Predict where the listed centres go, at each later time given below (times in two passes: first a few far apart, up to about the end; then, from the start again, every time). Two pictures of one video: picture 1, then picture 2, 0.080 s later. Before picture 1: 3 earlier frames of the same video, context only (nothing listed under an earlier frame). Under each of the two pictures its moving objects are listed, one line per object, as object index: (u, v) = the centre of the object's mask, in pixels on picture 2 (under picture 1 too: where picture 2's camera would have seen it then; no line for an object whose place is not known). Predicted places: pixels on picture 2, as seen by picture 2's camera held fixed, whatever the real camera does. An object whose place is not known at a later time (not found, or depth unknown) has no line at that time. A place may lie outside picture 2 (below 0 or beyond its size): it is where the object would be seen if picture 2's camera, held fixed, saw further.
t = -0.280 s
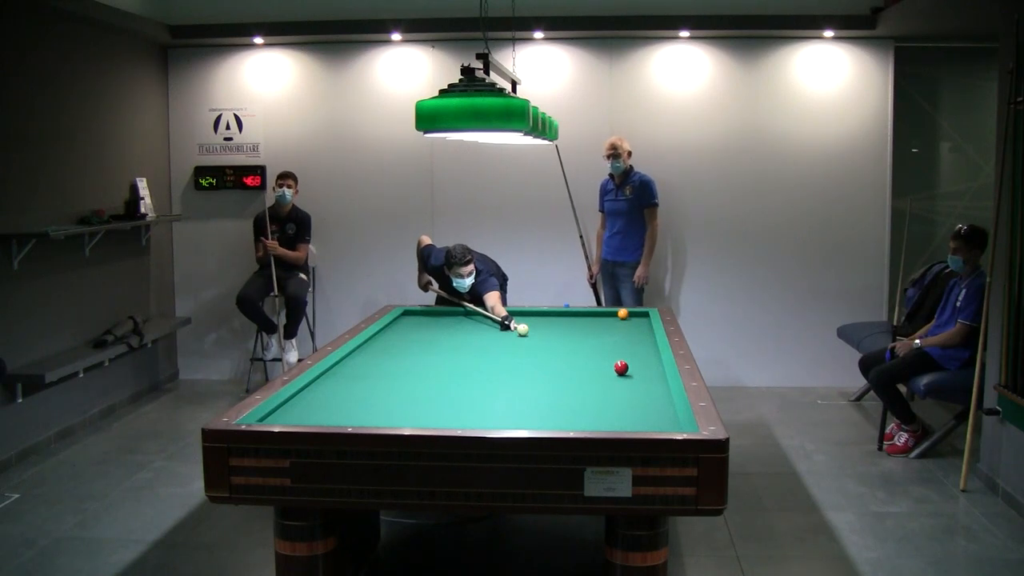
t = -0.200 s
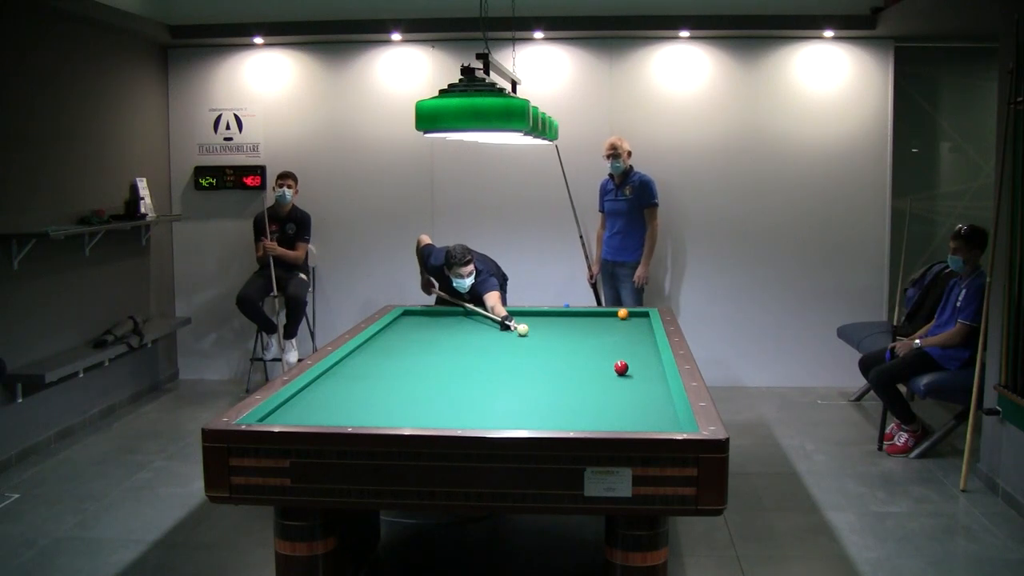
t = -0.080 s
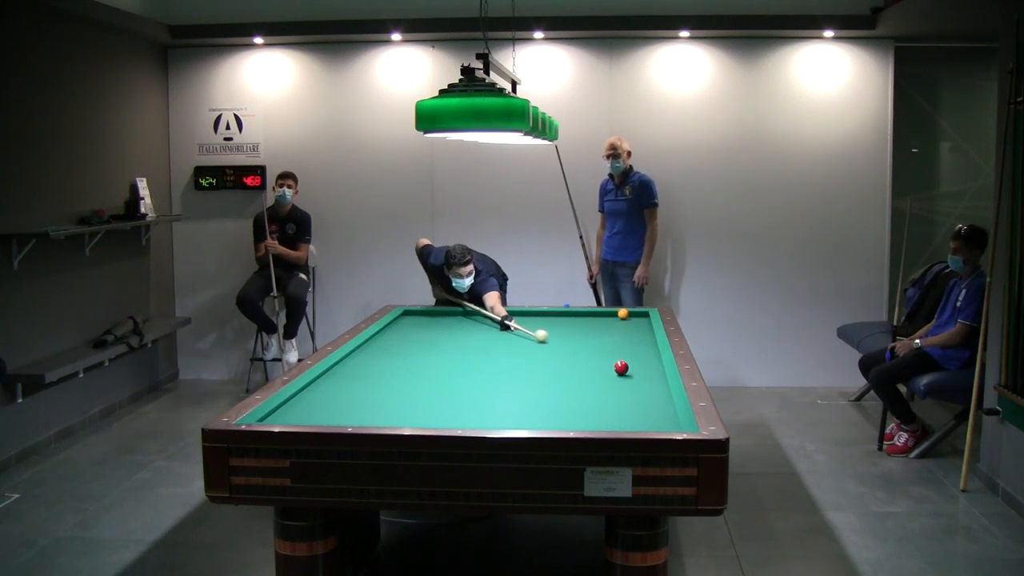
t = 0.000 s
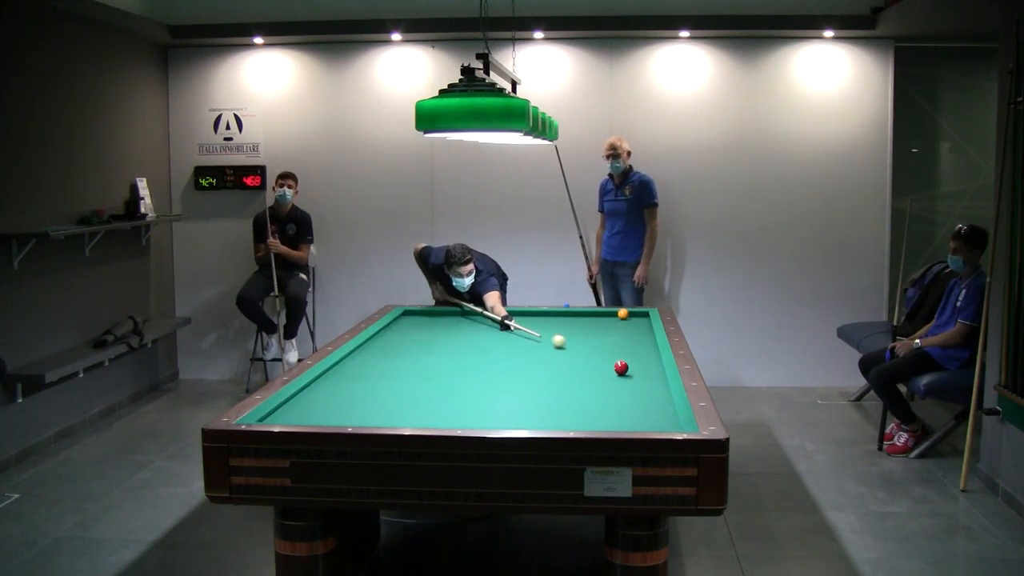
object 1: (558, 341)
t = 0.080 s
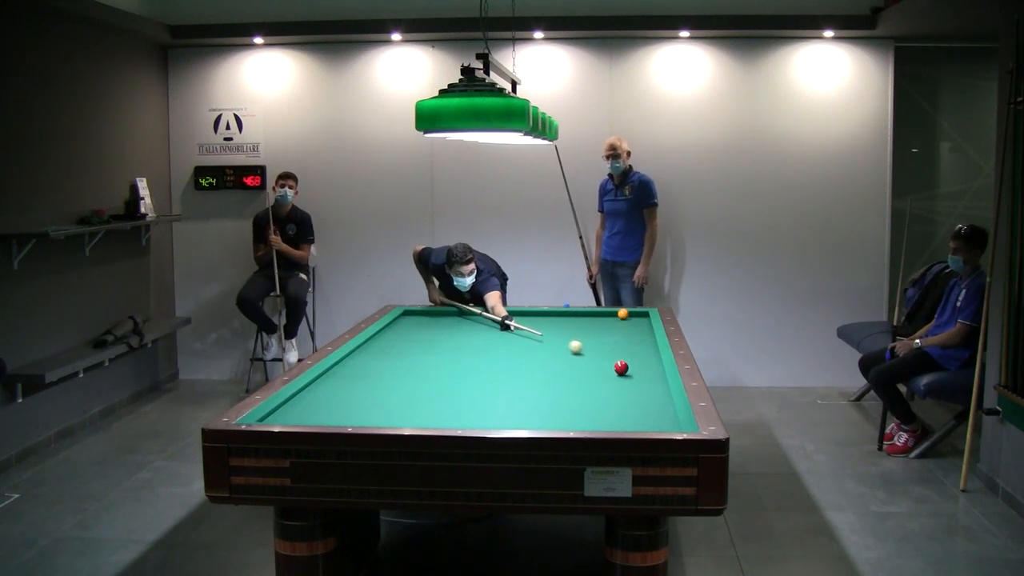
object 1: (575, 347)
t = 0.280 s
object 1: (622, 359)
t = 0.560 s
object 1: (634, 387)
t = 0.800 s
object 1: (597, 412)
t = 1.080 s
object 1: (539, 417)
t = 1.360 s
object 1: (481, 397)
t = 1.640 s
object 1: (430, 383)
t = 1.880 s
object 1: (392, 372)
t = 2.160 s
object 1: (353, 361)
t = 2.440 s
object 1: (380, 352)
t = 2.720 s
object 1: (415, 343)
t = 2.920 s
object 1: (438, 339)
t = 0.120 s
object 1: (584, 350)
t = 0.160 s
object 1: (593, 353)
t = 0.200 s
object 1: (602, 356)
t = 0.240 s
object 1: (611, 359)
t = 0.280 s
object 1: (622, 359)
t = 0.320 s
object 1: (633, 365)
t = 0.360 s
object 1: (643, 369)
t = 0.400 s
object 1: (653, 372)
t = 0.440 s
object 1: (655, 377)
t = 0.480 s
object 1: (648, 380)
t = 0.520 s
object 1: (641, 383)
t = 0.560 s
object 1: (634, 387)
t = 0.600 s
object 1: (627, 391)
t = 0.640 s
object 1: (622, 395)
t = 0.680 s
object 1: (616, 399)
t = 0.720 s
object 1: (610, 403)
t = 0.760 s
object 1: (604, 407)
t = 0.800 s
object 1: (597, 412)
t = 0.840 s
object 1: (591, 416)
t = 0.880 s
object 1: (584, 420)
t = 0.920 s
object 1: (577, 422)
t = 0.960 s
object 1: (569, 424)
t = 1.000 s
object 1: (559, 422)
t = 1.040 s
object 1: (549, 419)
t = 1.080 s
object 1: (539, 417)
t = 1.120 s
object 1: (530, 413)
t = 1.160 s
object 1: (521, 410)
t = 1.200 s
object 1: (513, 407)
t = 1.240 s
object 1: (505, 404)
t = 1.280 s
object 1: (496, 402)
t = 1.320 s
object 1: (488, 399)
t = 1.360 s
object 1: (481, 397)
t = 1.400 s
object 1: (473, 395)
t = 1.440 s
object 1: (465, 393)
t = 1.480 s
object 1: (458, 390)
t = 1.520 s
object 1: (451, 389)
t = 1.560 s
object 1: (444, 386)
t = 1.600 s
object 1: (437, 385)
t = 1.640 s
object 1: (430, 383)
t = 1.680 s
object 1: (424, 381)
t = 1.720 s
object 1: (417, 379)
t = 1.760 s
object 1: (411, 377)
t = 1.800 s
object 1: (404, 375)
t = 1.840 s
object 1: (398, 374)
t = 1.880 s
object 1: (392, 372)
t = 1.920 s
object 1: (386, 370)
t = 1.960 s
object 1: (380, 369)
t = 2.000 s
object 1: (375, 367)
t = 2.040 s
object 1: (369, 365)
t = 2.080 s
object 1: (364, 364)
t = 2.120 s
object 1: (358, 362)
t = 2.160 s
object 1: (353, 361)
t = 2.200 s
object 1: (348, 359)
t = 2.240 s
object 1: (351, 358)
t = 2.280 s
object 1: (358, 357)
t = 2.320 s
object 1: (364, 355)
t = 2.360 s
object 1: (370, 354)
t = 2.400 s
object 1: (375, 353)
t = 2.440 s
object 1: (380, 352)
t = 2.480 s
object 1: (385, 351)
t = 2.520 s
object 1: (391, 349)
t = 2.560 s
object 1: (396, 348)
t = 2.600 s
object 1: (401, 347)
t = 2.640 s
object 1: (405, 346)
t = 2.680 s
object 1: (410, 345)
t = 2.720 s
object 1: (415, 343)
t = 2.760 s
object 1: (420, 343)
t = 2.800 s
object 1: (424, 342)
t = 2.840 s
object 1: (429, 341)
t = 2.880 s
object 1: (434, 340)
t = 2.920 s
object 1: (438, 339)
